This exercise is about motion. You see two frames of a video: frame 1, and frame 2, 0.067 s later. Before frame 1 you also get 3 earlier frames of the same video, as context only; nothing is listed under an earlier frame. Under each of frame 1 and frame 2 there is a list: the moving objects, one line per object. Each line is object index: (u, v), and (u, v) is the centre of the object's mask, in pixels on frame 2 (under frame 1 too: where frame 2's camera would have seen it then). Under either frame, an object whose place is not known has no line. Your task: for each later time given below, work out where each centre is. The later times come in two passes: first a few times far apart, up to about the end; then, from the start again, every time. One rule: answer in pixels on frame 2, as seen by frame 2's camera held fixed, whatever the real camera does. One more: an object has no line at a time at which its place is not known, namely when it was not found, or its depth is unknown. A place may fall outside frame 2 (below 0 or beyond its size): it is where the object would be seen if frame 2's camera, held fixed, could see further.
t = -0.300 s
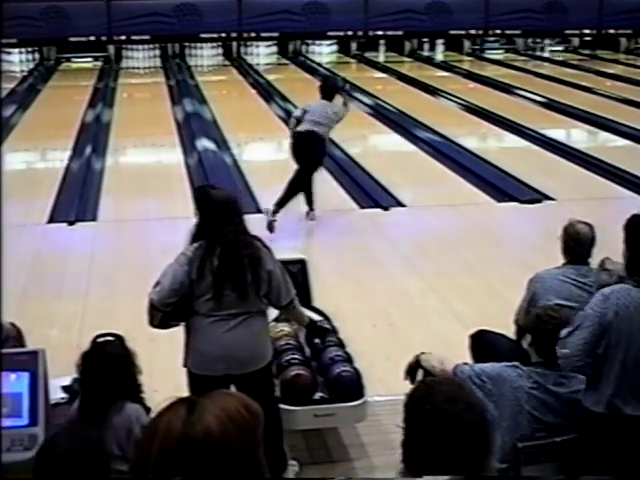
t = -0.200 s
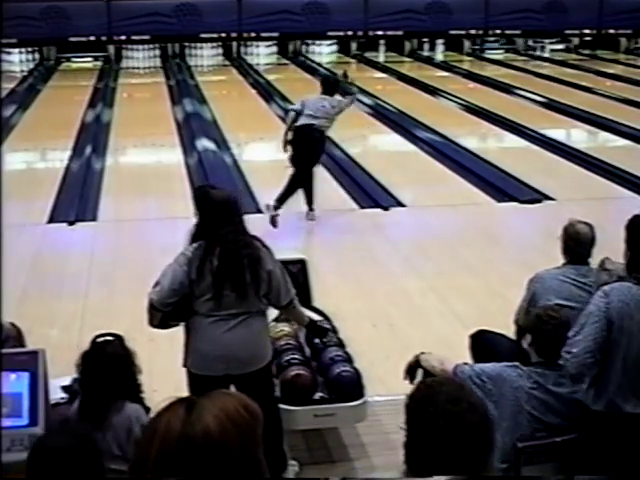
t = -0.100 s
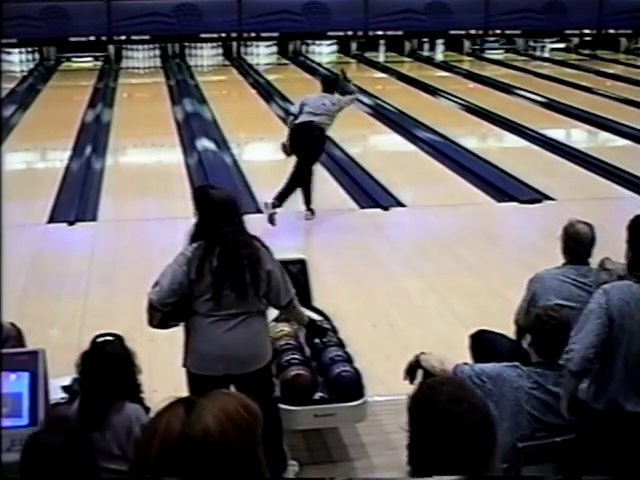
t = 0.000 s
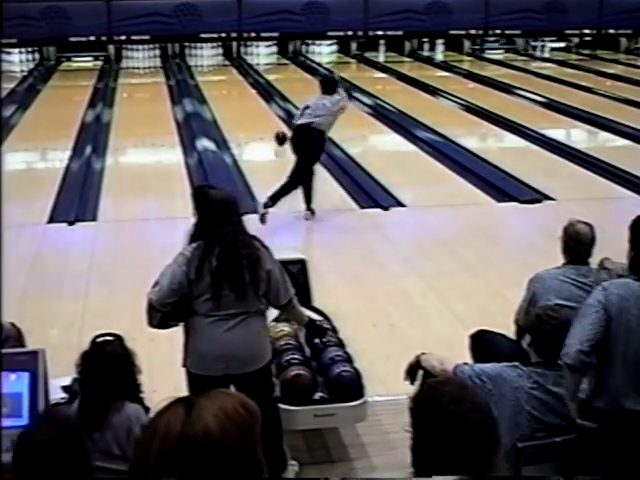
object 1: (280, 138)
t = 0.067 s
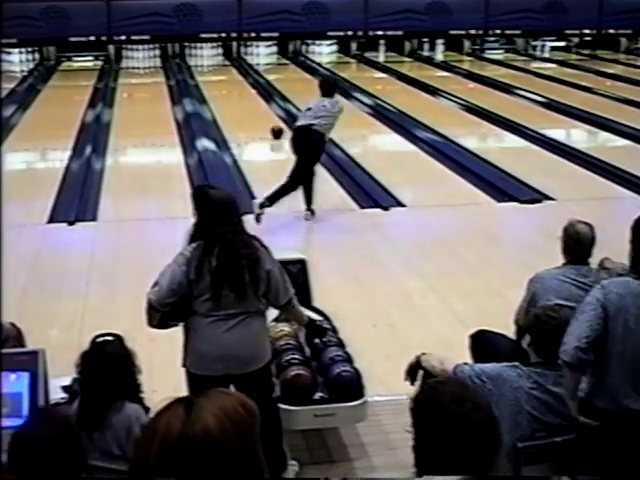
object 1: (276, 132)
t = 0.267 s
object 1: (265, 117)
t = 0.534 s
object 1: (252, 100)
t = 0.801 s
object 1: (242, 87)
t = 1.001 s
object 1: (235, 79)
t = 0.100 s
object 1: (274, 130)
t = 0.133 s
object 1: (272, 127)
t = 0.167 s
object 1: (270, 124)
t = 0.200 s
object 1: (269, 122)
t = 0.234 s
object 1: (266, 119)
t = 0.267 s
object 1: (265, 117)
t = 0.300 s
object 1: (263, 115)
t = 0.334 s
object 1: (261, 112)
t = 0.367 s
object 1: (260, 110)
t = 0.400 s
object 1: (258, 108)
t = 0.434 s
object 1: (256, 106)
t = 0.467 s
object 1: (255, 104)
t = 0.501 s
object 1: (253, 101)
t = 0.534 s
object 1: (252, 100)
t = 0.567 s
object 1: (251, 98)
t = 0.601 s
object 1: (249, 96)
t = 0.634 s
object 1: (248, 95)
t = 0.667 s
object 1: (247, 93)
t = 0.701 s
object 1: (245, 92)
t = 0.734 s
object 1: (244, 90)
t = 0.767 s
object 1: (243, 88)
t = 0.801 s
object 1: (242, 87)
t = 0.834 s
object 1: (240, 85)
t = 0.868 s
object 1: (239, 84)
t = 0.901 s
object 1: (238, 83)
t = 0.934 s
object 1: (237, 82)
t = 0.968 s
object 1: (236, 80)
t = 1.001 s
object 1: (235, 79)
